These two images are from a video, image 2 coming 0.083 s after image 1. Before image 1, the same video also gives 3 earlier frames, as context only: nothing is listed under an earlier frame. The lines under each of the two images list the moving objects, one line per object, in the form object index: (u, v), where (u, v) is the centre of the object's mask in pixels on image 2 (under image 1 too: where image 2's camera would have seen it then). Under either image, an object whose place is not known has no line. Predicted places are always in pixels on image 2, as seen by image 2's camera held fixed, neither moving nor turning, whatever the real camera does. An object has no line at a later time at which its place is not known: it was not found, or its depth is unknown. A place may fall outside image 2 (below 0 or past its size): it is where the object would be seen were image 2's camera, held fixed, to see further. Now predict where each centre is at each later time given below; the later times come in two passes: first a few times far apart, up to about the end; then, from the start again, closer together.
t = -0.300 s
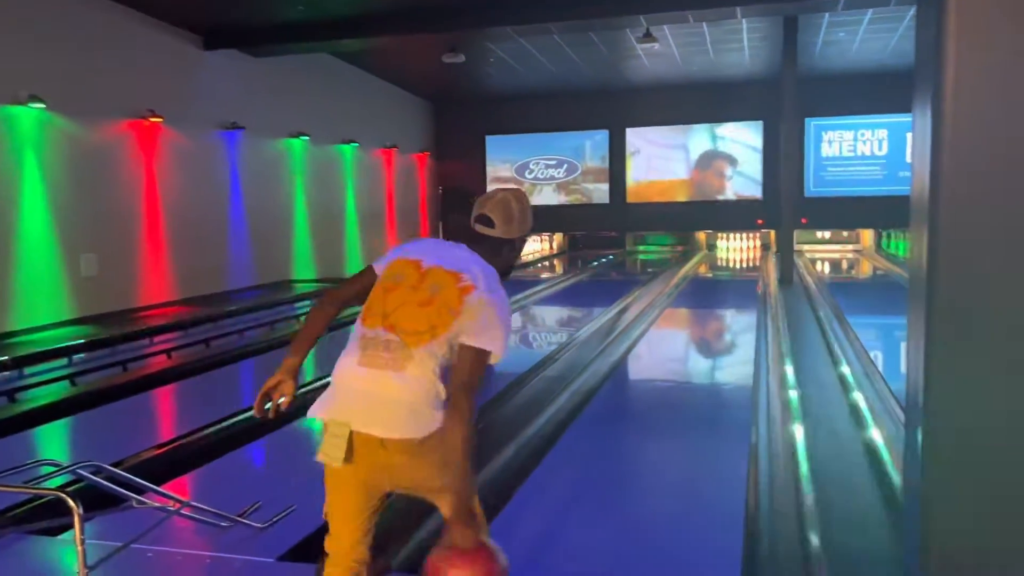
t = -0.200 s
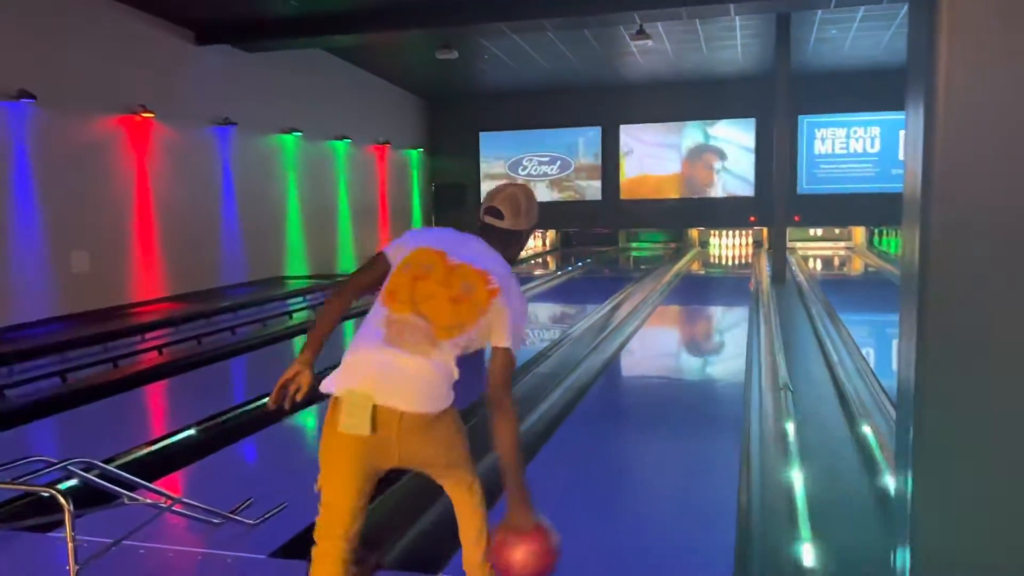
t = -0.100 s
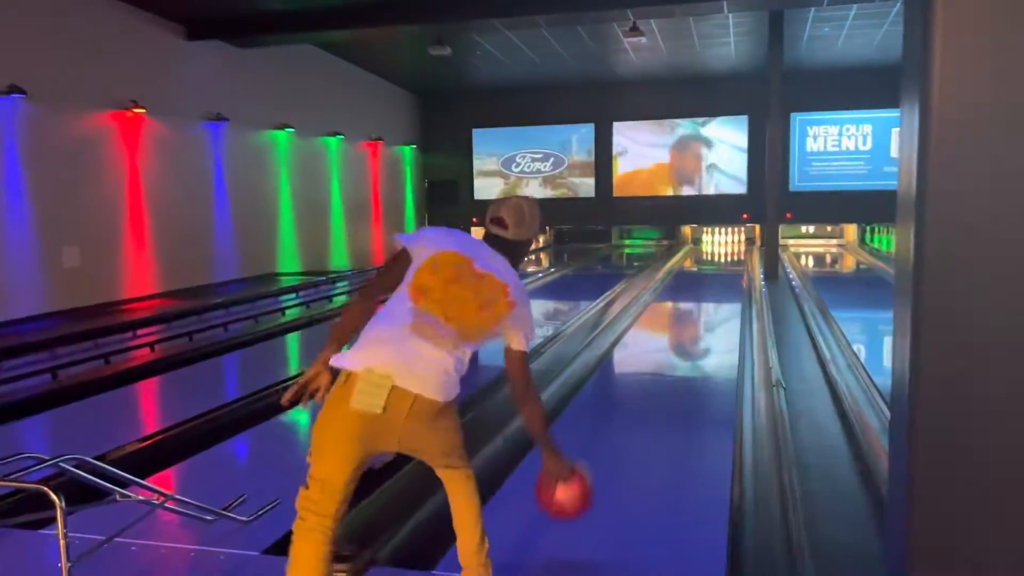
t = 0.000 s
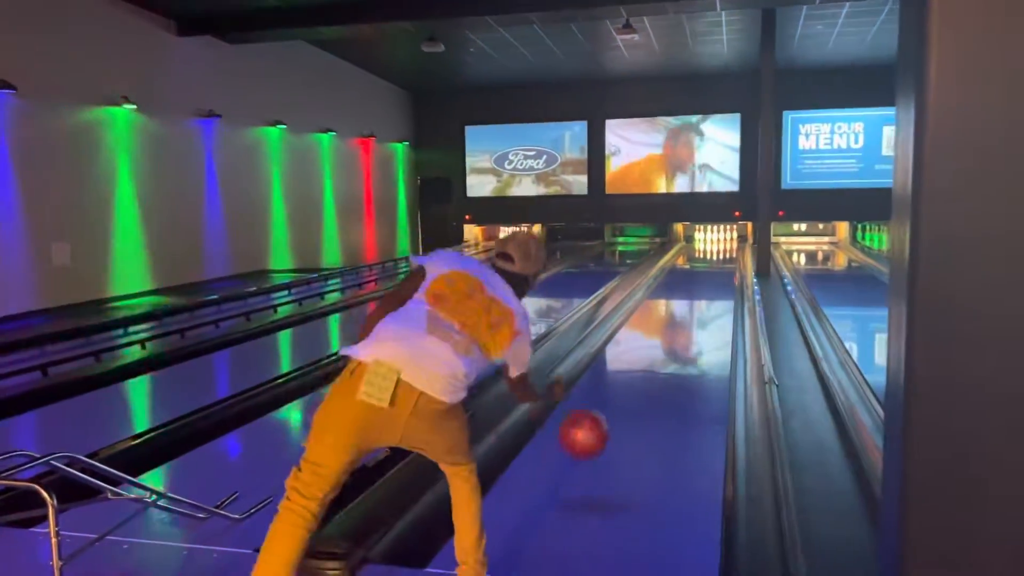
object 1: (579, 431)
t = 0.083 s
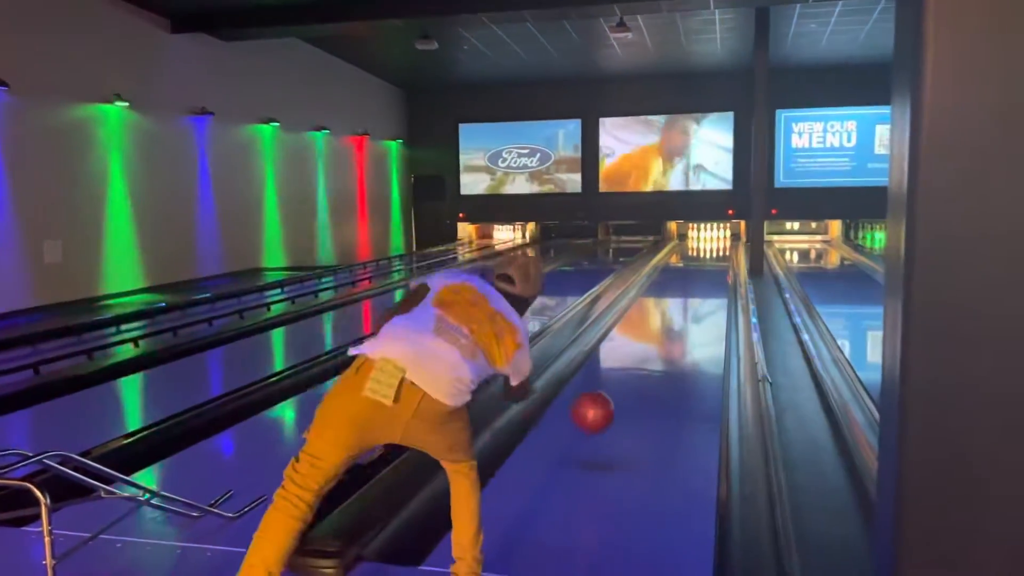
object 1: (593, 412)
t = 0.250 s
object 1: (615, 398)
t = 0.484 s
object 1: (633, 355)
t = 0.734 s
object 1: (646, 324)
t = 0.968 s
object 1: (653, 305)
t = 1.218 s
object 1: (659, 290)
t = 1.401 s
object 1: (662, 278)
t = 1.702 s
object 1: (665, 268)
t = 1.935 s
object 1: (667, 262)
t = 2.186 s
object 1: (668, 256)
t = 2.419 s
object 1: (669, 252)
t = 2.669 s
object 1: (668, 251)
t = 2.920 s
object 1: (672, 248)
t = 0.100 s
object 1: (596, 410)
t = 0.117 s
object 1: (598, 409)
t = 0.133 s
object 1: (601, 408)
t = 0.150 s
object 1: (603, 408)
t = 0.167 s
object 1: (605, 409)
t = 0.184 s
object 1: (607, 409)
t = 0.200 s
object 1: (609, 410)
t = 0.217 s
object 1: (611, 407)
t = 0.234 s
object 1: (613, 403)
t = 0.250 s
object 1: (615, 398)
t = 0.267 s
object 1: (617, 394)
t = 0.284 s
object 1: (618, 390)
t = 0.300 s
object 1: (620, 387)
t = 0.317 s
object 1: (621, 385)
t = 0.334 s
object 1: (622, 382)
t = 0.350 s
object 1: (623, 378)
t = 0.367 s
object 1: (624, 375)
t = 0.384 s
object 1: (626, 371)
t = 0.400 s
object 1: (627, 368)
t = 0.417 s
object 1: (629, 366)
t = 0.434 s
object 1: (630, 364)
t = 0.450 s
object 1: (631, 360)
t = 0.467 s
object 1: (632, 358)
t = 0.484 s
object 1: (633, 355)
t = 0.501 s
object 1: (634, 353)
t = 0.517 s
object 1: (635, 351)
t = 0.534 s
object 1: (636, 348)
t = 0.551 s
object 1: (637, 345)
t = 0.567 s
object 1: (638, 343)
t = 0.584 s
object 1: (639, 341)
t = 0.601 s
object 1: (640, 339)
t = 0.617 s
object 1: (640, 337)
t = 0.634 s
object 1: (641, 335)
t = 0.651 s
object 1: (642, 333)
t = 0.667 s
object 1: (643, 331)
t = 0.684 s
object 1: (643, 329)
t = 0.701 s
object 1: (644, 327)
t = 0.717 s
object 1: (645, 326)
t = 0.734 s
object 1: (646, 324)
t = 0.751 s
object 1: (646, 322)
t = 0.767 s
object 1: (647, 321)
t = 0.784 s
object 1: (648, 319)
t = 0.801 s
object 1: (648, 318)
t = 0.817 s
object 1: (649, 316)
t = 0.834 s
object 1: (649, 315)
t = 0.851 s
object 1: (650, 313)
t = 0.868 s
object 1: (650, 312)
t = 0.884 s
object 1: (650, 311)
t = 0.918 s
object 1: (652, 308)
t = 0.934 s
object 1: (652, 307)
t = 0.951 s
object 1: (653, 306)
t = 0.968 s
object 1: (653, 305)
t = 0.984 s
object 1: (654, 304)
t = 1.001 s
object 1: (654, 303)
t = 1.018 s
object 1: (654, 302)
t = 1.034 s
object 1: (655, 300)
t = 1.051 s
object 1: (656, 299)
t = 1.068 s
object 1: (656, 298)
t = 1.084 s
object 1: (657, 297)
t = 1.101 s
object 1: (657, 296)
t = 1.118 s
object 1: (657, 294)
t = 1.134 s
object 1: (657, 294)
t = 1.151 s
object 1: (657, 293)
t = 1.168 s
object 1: (657, 292)
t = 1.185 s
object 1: (658, 291)
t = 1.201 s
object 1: (658, 291)
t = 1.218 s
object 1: (659, 290)
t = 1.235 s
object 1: (659, 289)
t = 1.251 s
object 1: (659, 289)
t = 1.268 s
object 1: (659, 287)
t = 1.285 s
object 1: (659, 286)
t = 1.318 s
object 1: (659, 285)
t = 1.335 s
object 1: (660, 284)
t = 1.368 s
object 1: (662, 280)
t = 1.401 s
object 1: (662, 278)
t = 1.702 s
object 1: (665, 268)
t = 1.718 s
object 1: (666, 268)
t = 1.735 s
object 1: (666, 268)
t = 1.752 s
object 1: (666, 267)
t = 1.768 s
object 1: (666, 267)
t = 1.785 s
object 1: (666, 266)
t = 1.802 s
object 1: (666, 266)
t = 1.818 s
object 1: (667, 266)
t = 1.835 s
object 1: (667, 266)
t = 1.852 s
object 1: (667, 265)
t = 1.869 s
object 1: (667, 265)
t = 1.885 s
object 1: (667, 264)
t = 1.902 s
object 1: (667, 263)
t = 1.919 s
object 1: (667, 263)
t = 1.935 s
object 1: (667, 262)
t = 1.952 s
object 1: (667, 262)
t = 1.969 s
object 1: (667, 262)
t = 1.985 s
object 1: (668, 261)
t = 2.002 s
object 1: (667, 262)
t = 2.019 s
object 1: (667, 261)
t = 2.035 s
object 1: (667, 261)
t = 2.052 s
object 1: (668, 259)
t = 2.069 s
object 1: (668, 259)
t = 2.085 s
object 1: (668, 258)
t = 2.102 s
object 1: (668, 258)
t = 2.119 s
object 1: (668, 257)
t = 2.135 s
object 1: (668, 257)
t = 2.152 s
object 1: (668, 257)
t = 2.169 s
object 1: (668, 256)
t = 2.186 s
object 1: (668, 256)
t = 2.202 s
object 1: (668, 255)
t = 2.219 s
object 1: (668, 255)
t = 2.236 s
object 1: (668, 255)
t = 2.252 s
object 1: (669, 254)
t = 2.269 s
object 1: (669, 254)
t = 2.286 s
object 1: (669, 253)
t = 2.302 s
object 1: (669, 253)
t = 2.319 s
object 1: (669, 253)
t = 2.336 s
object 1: (669, 253)
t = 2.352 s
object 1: (669, 253)
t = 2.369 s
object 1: (669, 253)
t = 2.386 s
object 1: (669, 253)
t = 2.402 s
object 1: (669, 252)
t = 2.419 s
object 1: (669, 252)
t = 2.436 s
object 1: (669, 252)
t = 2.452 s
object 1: (668, 252)
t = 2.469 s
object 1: (668, 251)
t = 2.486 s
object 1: (668, 252)
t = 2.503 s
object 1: (668, 251)
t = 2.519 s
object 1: (668, 252)
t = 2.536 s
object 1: (667, 252)
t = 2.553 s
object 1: (666, 253)
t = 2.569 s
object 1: (666, 252)
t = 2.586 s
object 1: (667, 252)
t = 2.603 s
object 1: (667, 252)
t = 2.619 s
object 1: (668, 251)
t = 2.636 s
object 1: (668, 251)
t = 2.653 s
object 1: (668, 251)
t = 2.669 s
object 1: (668, 251)
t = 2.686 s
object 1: (669, 251)
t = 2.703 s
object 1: (669, 251)
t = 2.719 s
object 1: (669, 250)
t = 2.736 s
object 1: (669, 250)
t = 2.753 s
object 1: (668, 250)
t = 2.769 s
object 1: (668, 250)
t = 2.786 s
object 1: (669, 251)
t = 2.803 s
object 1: (669, 250)
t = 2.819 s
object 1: (669, 250)
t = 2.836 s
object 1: (670, 249)
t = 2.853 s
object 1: (671, 248)
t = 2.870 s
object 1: (671, 248)
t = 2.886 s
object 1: (671, 248)
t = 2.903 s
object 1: (671, 247)
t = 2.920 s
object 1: (672, 248)
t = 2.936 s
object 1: (672, 247)
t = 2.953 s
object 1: (672, 247)
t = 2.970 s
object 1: (672, 247)
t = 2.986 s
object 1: (672, 247)
